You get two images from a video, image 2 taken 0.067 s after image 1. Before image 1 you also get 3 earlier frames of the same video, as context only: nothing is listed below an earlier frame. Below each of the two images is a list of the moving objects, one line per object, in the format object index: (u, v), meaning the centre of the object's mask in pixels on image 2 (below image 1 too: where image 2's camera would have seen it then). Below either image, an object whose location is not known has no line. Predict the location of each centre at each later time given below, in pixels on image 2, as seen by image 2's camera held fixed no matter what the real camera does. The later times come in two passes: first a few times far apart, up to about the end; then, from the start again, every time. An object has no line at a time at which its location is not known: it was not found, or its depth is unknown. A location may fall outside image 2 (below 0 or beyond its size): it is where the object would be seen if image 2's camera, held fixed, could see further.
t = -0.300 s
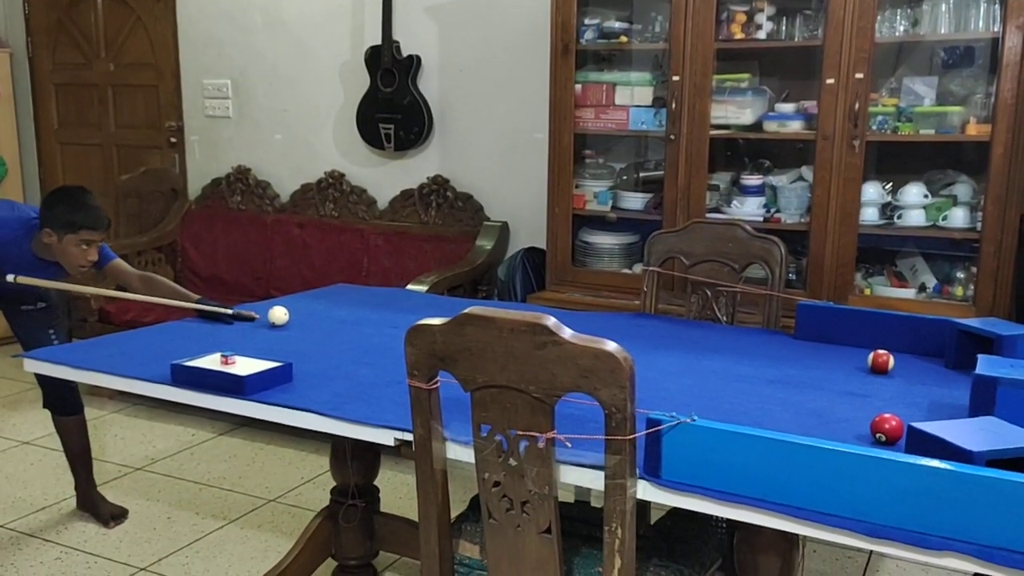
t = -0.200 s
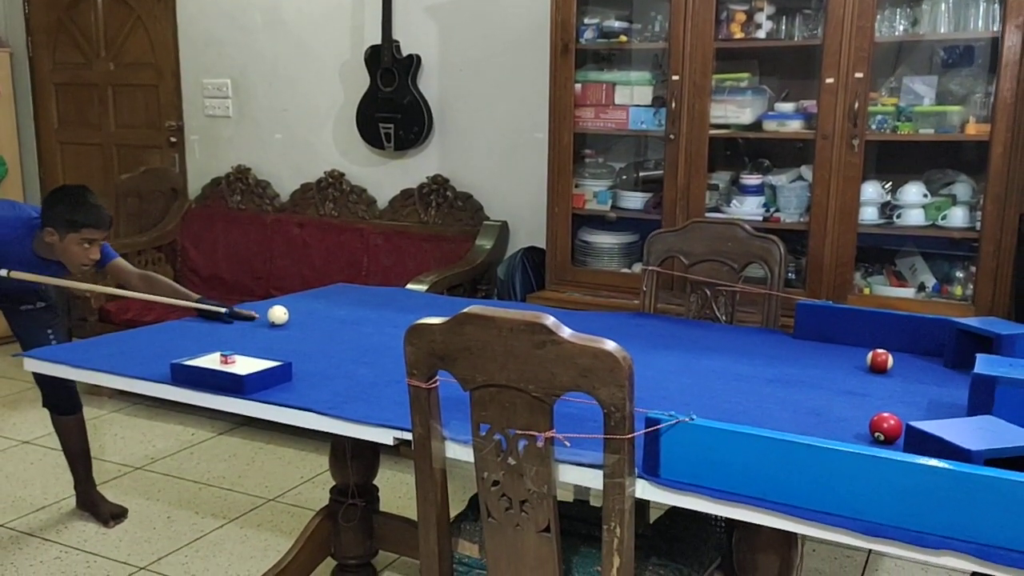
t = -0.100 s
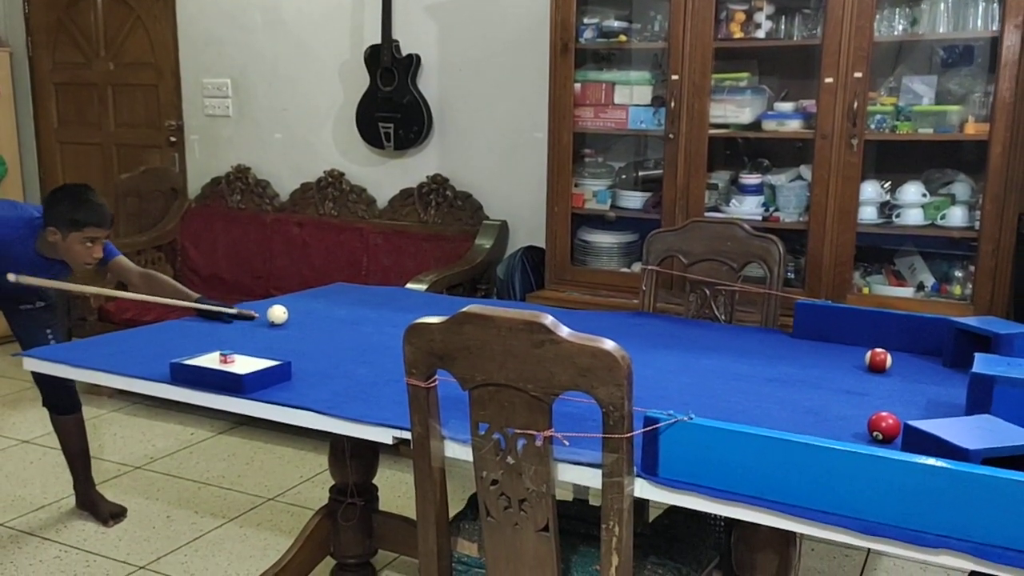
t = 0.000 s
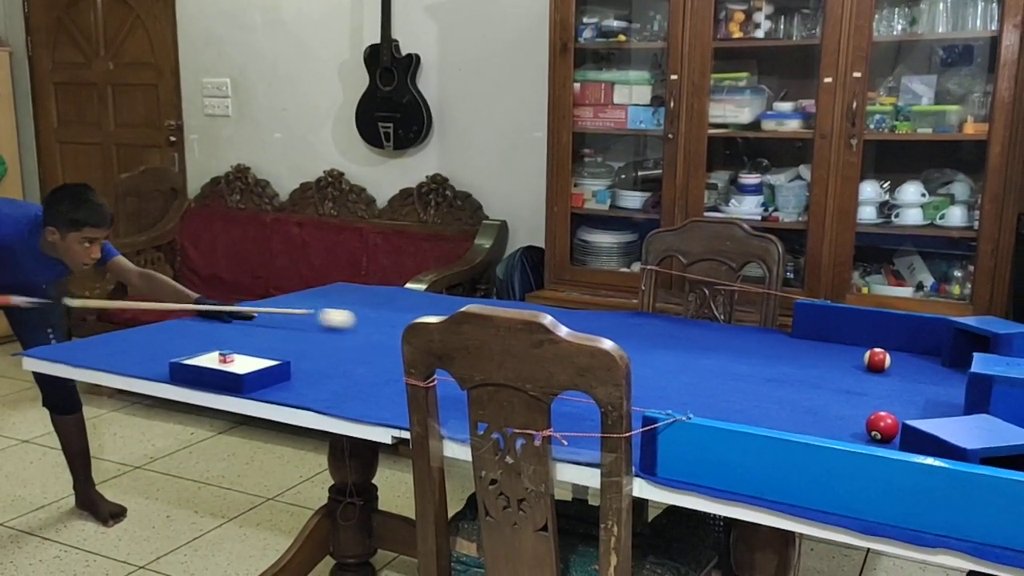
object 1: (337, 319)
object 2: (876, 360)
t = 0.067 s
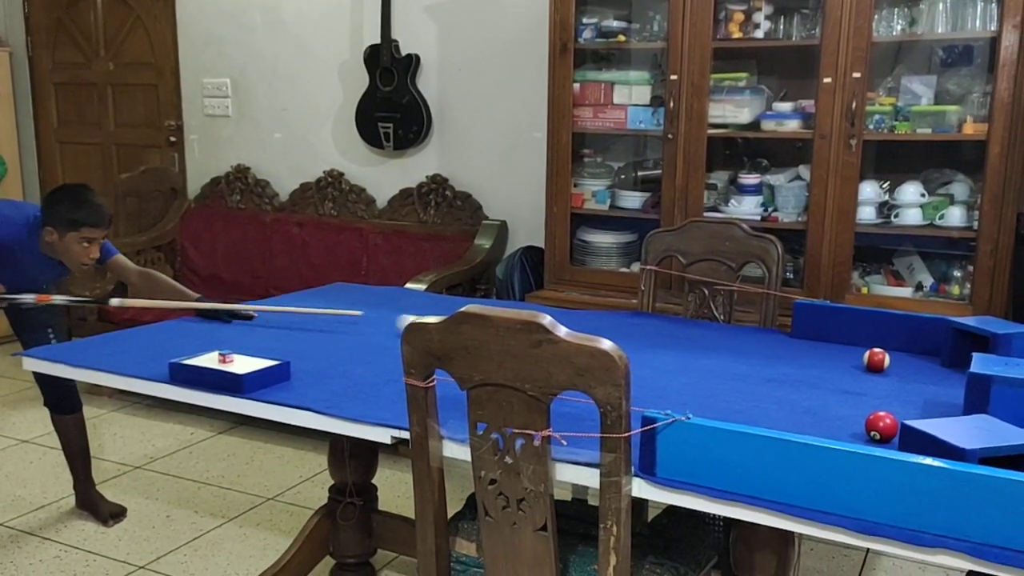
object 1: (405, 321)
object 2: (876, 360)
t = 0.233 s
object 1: (617, 339)
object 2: (876, 360)
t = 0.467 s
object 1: (869, 364)
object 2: (891, 356)
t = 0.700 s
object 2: (917, 349)
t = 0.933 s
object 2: (901, 343)
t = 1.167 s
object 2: (890, 342)
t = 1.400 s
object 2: (886, 342)
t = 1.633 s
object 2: (887, 342)
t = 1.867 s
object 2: (887, 342)
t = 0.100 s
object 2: (876, 359)
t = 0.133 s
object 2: (876, 360)
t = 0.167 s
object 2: (876, 360)
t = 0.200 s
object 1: (580, 331)
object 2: (876, 360)
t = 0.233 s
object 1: (617, 339)
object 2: (876, 360)
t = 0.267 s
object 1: (652, 344)
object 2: (876, 360)
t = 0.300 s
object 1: (690, 347)
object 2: (876, 360)
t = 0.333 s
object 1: (729, 350)
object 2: (876, 360)
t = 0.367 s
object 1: (767, 353)
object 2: (876, 360)
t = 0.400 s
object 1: (805, 356)
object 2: (876, 360)
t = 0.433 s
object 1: (843, 360)
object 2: (877, 359)
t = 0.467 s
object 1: (869, 364)
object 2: (891, 356)
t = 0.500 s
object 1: (889, 369)
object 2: (907, 355)
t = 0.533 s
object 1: (909, 375)
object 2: (922, 354)
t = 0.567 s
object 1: (931, 380)
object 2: (930, 353)
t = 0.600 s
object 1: (952, 385)
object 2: (926, 352)
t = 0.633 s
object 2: (923, 351)
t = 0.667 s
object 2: (920, 350)
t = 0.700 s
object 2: (917, 349)
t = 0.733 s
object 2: (914, 348)
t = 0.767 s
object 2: (912, 347)
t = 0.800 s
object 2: (909, 346)
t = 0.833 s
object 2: (907, 345)
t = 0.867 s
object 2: (905, 344)
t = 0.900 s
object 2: (903, 343)
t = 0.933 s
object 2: (901, 343)
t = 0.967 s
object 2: (899, 343)
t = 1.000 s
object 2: (896, 343)
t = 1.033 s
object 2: (895, 342)
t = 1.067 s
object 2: (894, 342)
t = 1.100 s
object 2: (892, 342)
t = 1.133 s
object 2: (891, 342)
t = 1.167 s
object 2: (890, 342)
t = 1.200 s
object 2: (889, 342)
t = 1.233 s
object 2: (888, 342)
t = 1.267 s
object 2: (887, 342)
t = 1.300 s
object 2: (887, 342)
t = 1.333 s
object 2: (887, 342)
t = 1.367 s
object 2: (887, 342)
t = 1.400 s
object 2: (886, 342)
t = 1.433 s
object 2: (886, 342)
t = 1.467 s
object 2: (886, 342)
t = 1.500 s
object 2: (886, 342)
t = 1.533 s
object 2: (887, 342)
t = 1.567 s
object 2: (887, 342)
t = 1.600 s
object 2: (887, 342)
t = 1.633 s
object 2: (887, 342)
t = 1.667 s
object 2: (887, 342)
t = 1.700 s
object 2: (887, 342)
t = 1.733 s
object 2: (887, 342)
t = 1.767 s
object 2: (887, 342)
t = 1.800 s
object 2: (887, 342)
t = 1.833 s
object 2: (887, 342)
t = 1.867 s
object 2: (887, 342)
